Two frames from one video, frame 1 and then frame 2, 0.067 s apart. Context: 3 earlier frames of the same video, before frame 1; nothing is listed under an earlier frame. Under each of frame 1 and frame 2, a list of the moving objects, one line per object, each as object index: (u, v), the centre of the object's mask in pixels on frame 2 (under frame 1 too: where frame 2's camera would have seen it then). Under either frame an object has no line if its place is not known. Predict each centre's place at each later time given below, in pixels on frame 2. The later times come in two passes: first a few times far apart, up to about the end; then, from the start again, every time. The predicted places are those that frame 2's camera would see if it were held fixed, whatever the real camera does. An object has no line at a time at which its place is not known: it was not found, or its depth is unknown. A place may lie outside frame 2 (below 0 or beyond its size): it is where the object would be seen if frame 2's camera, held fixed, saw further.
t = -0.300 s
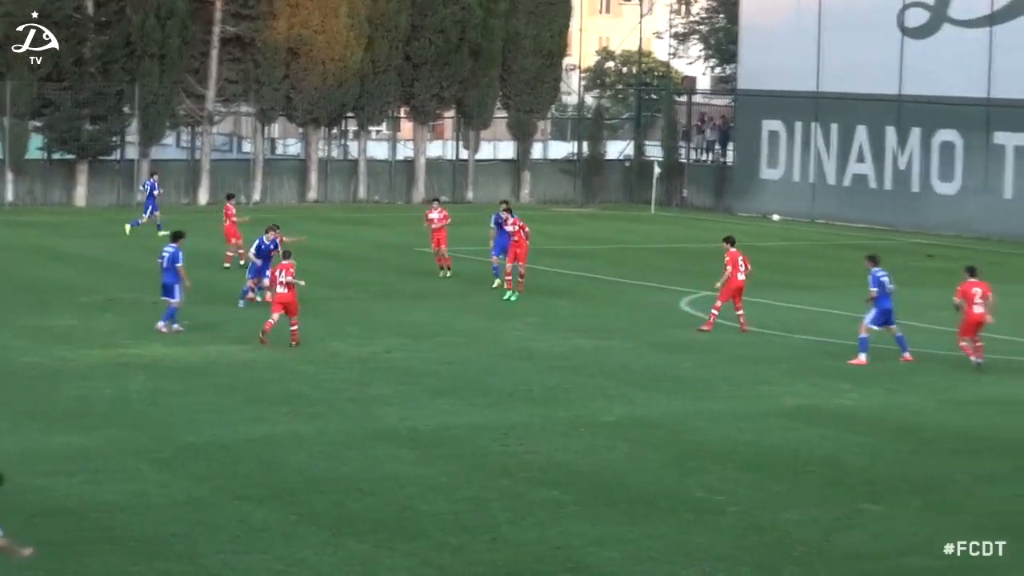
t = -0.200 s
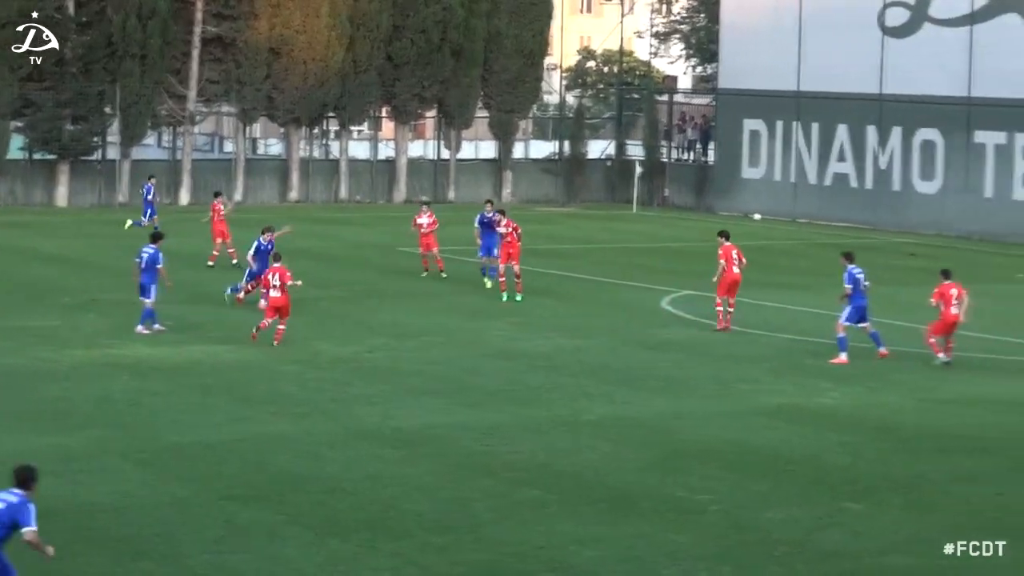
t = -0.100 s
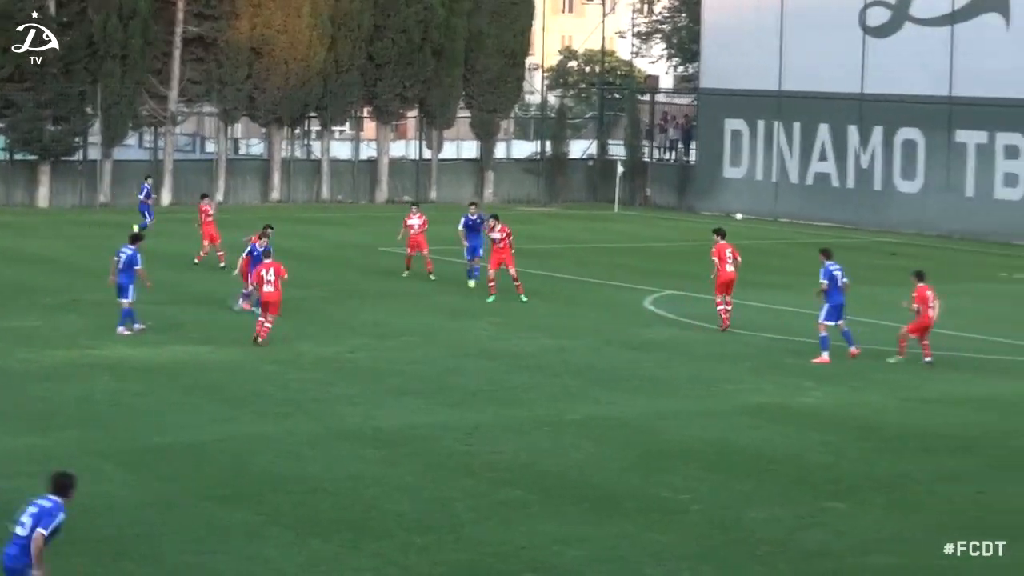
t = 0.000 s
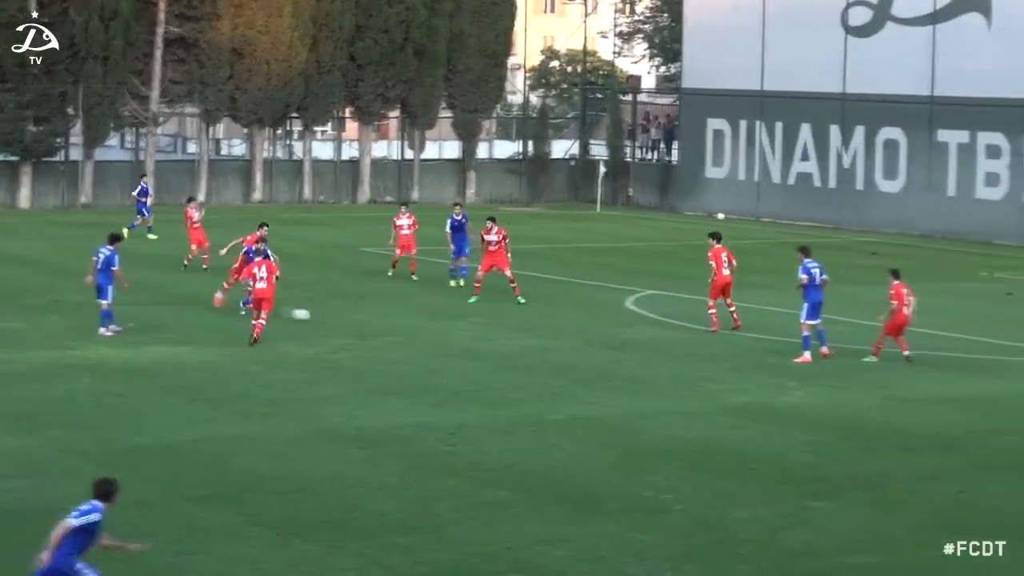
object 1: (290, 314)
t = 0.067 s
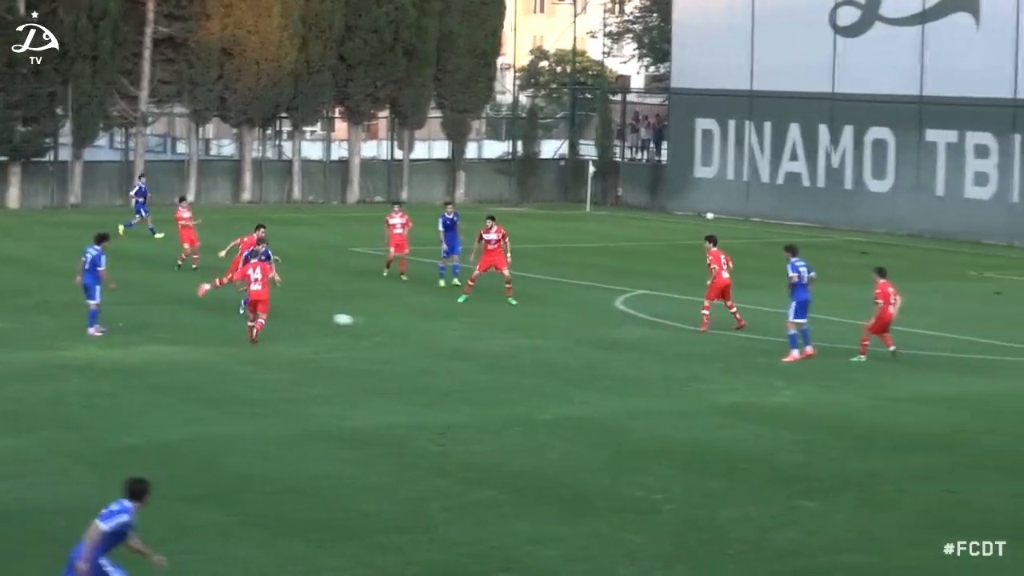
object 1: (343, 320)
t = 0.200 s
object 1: (458, 330)
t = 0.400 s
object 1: (616, 341)
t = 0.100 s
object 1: (375, 322)
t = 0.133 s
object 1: (400, 324)
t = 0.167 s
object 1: (426, 326)
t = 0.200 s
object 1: (458, 330)
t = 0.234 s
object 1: (483, 331)
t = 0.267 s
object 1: (508, 333)
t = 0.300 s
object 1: (539, 335)
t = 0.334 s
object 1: (563, 338)
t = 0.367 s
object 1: (588, 340)
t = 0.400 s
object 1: (616, 341)
